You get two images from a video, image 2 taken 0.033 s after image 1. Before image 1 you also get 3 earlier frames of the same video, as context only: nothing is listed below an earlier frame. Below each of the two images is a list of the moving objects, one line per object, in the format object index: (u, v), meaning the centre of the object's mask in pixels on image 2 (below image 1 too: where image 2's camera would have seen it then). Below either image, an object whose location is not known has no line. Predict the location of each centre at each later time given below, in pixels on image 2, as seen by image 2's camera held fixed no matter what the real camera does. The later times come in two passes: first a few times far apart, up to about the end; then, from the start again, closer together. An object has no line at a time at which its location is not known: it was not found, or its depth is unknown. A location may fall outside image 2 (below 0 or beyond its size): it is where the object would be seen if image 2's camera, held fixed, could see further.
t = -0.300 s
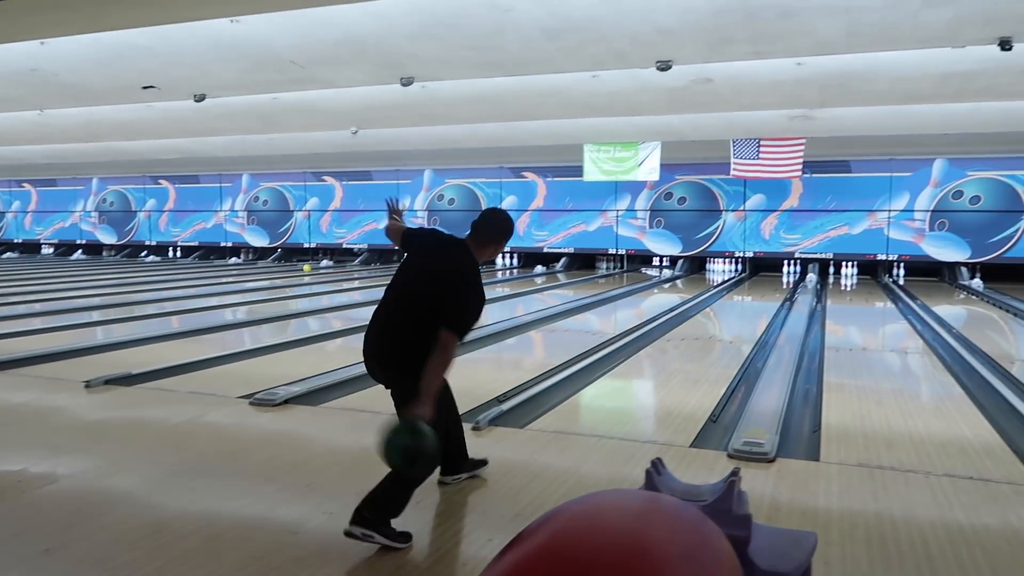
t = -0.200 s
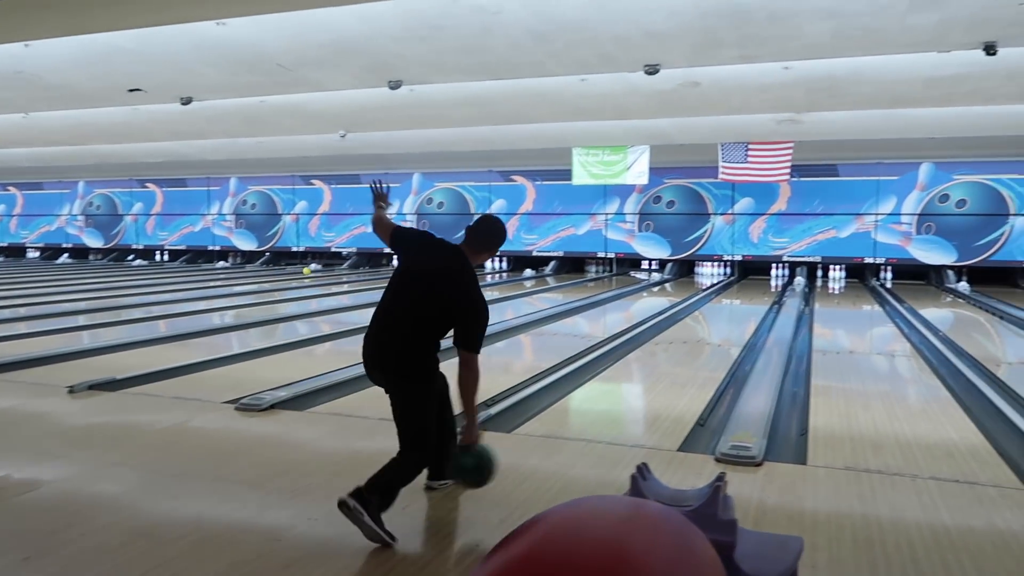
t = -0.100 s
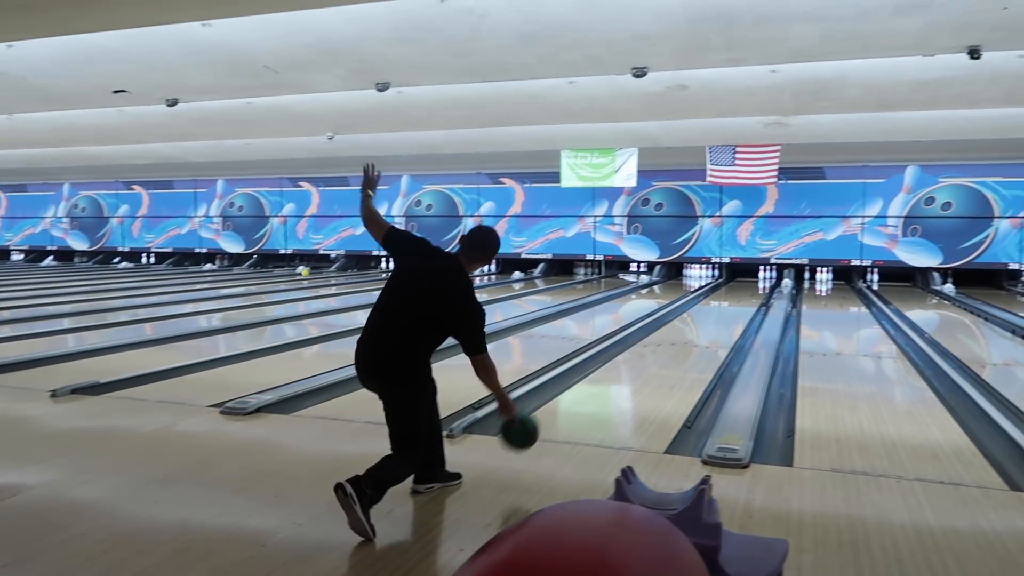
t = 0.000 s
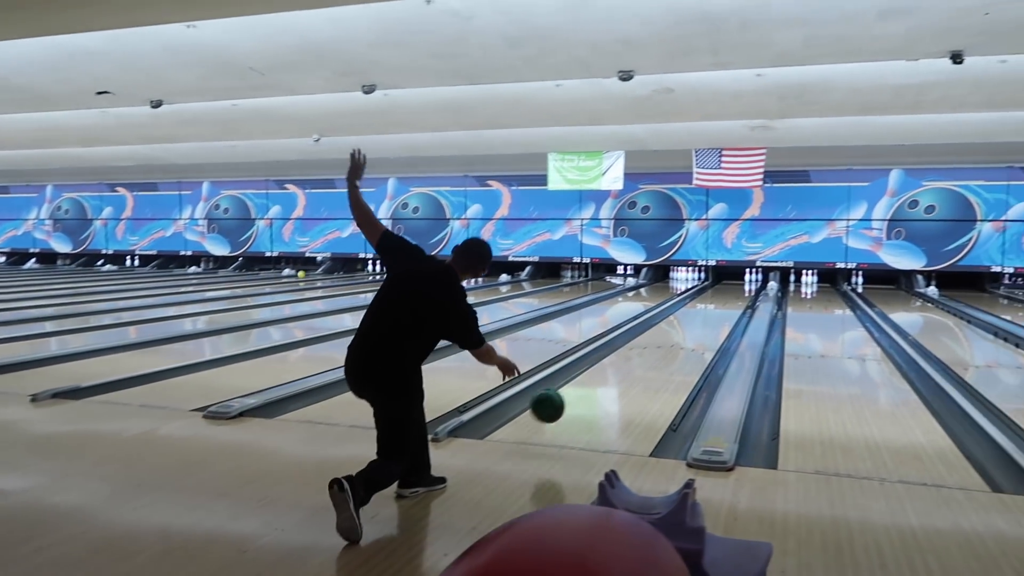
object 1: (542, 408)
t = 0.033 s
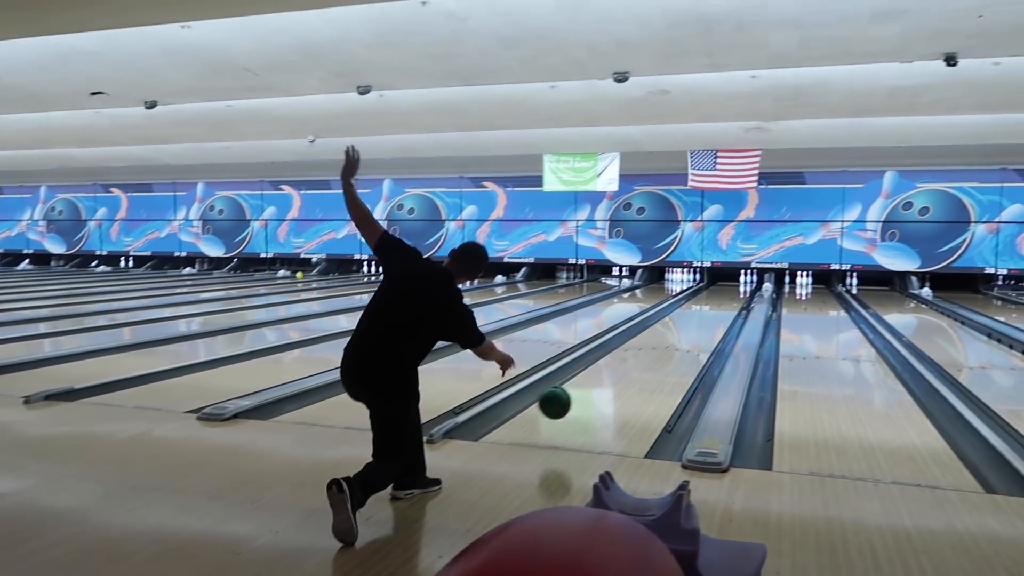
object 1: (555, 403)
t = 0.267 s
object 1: (618, 386)
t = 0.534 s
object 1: (662, 356)
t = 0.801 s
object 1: (690, 336)
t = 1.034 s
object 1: (707, 324)
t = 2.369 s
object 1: (746, 295)
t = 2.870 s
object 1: (753, 291)
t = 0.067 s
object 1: (566, 400)
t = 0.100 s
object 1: (576, 399)
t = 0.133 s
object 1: (586, 399)
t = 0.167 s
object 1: (595, 401)
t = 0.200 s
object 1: (603, 395)
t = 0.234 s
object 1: (611, 390)
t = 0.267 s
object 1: (618, 386)
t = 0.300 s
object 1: (625, 382)
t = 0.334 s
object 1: (631, 377)
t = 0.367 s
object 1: (637, 373)
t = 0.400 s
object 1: (643, 369)
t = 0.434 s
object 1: (648, 366)
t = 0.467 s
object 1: (653, 362)
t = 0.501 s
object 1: (658, 359)
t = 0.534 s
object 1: (662, 356)
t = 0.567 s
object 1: (666, 353)
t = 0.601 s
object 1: (670, 350)
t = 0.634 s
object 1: (674, 348)
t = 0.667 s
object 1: (677, 345)
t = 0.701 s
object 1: (681, 343)
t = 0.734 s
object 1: (684, 340)
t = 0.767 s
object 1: (687, 338)
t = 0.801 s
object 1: (690, 336)
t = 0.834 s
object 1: (693, 334)
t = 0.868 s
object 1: (695, 333)
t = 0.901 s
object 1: (698, 331)
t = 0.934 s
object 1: (700, 329)
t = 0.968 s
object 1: (703, 327)
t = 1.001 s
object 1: (705, 326)
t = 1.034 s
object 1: (707, 324)
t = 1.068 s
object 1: (709, 322)
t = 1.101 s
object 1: (711, 321)
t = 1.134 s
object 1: (713, 319)
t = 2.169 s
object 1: (744, 295)
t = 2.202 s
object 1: (745, 295)
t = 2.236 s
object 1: (745, 294)
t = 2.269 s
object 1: (745, 295)
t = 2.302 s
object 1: (745, 294)
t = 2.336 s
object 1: (745, 295)
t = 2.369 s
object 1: (746, 295)
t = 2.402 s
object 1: (745, 294)
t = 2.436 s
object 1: (745, 294)
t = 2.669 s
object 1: (748, 293)
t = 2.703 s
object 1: (747, 294)
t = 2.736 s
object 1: (748, 293)
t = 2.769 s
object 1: (749, 293)
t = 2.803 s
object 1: (749, 292)
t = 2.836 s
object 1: (751, 291)
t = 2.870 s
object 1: (753, 291)
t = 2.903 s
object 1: (753, 292)
